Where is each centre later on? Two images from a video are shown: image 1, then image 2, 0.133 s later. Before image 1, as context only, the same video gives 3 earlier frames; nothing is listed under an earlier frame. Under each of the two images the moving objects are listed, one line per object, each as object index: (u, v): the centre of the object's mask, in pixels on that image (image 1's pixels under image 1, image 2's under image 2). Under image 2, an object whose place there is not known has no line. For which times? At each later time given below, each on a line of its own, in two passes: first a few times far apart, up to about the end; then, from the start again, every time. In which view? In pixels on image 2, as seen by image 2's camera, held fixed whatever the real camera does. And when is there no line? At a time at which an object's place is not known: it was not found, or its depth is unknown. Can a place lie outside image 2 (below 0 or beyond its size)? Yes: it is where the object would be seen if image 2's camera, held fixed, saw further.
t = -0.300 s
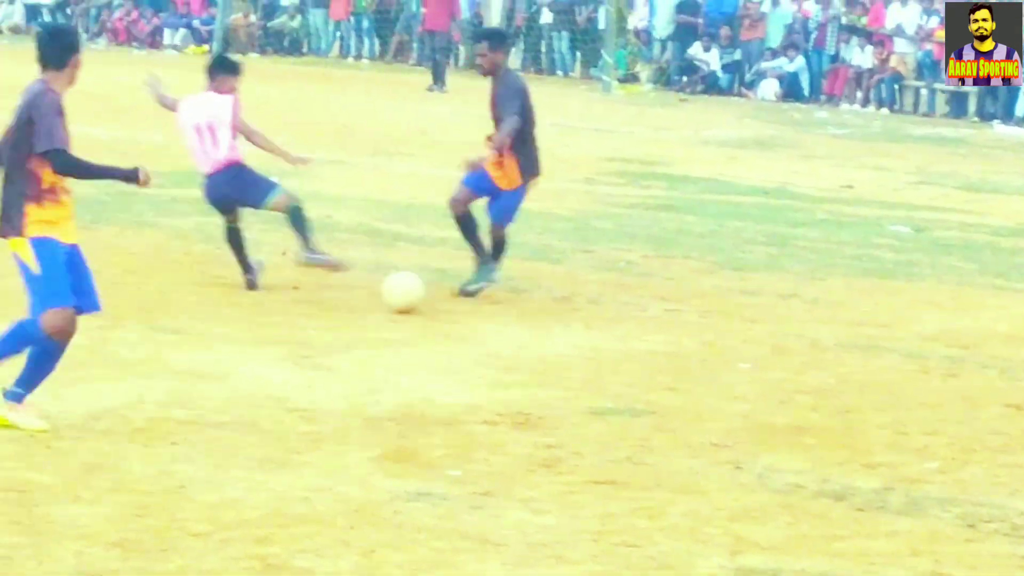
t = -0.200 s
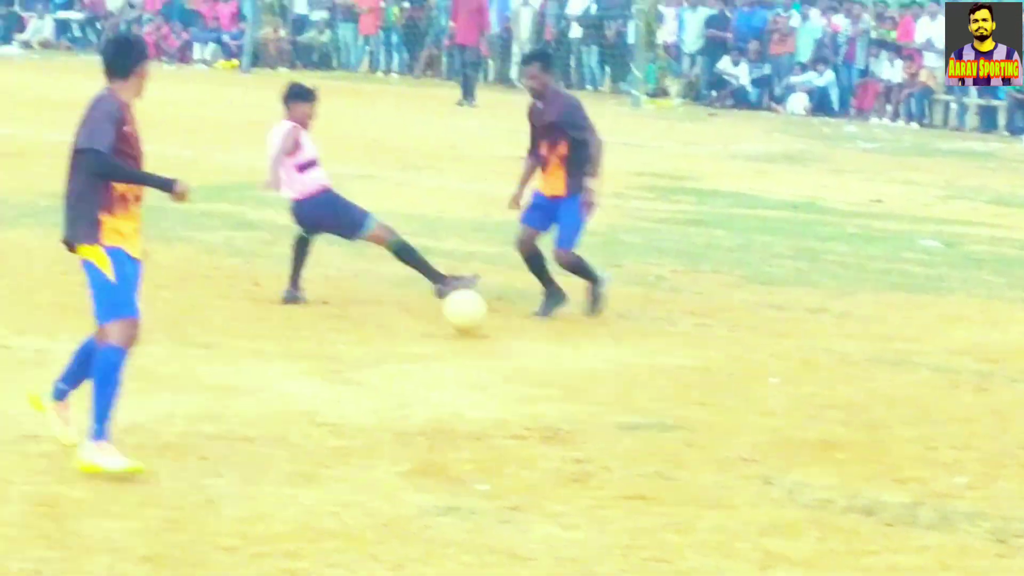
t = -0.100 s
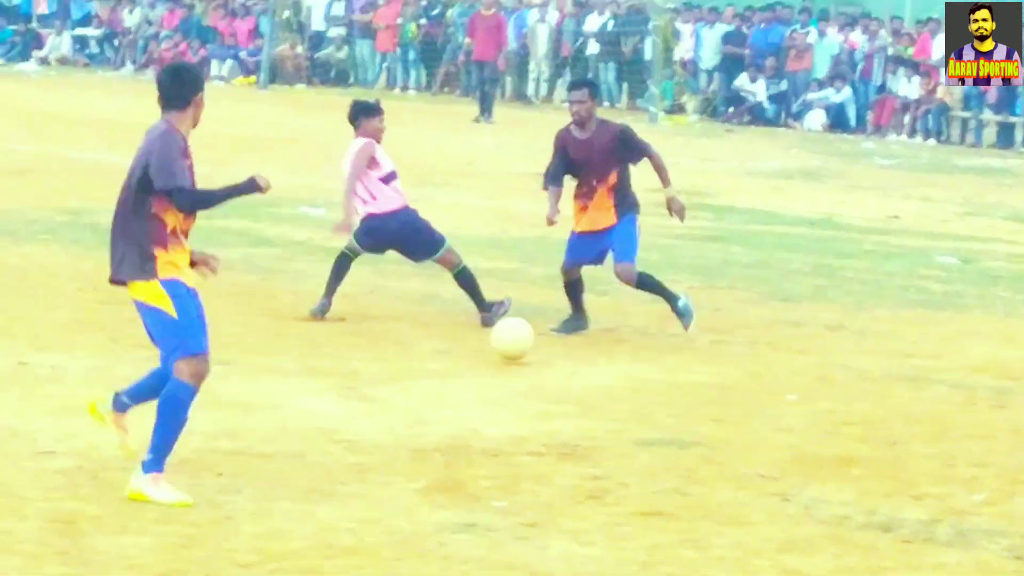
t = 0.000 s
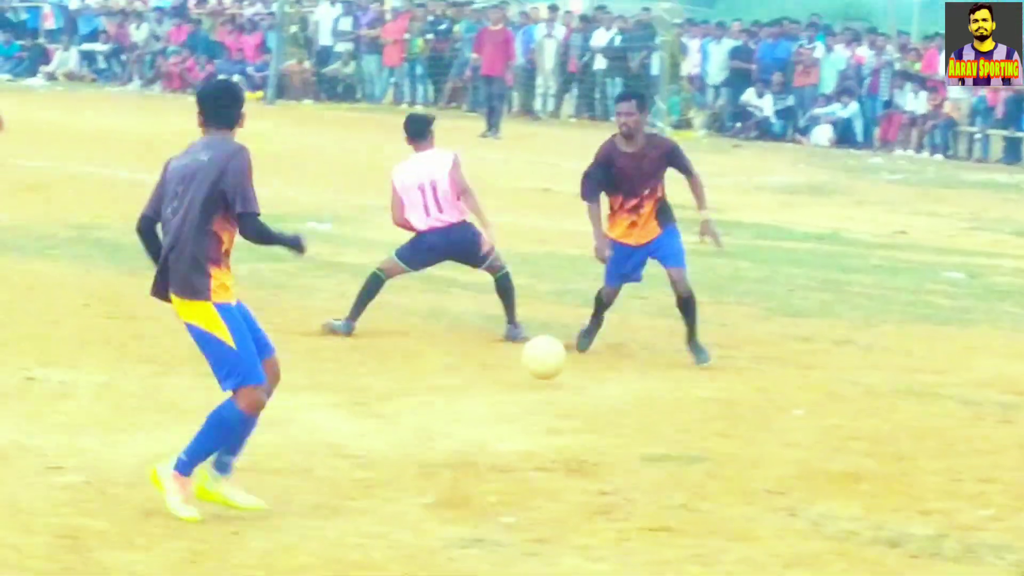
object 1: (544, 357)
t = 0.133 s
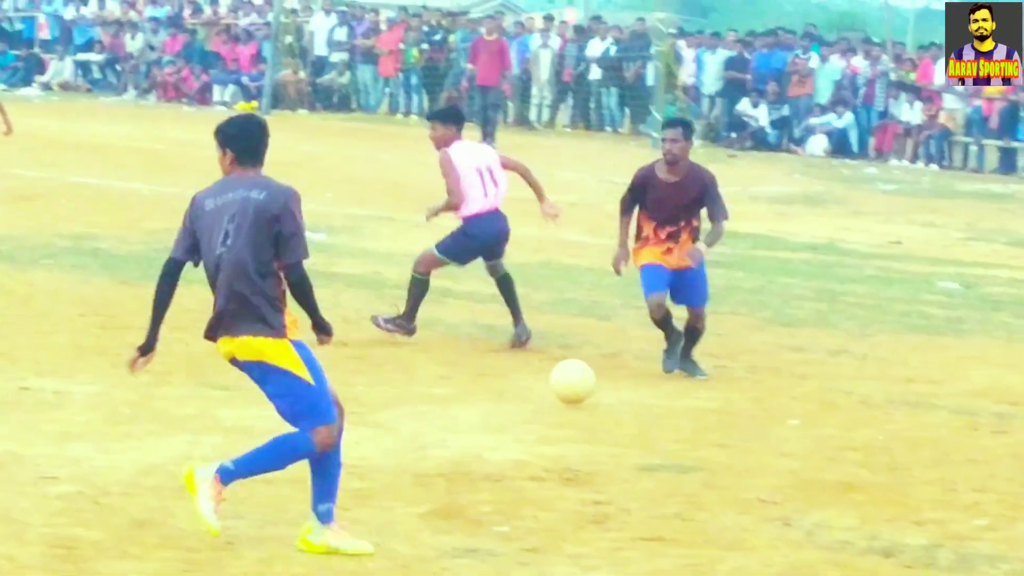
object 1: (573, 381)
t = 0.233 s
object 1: (599, 393)
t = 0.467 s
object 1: (662, 412)
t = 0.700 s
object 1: (728, 430)
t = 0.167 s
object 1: (581, 384)
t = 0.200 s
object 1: (590, 389)
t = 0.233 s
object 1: (599, 393)
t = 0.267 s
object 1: (607, 392)
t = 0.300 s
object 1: (616, 393)
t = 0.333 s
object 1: (625, 395)
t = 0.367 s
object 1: (634, 401)
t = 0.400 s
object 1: (643, 406)
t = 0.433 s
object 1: (652, 408)
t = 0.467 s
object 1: (662, 412)
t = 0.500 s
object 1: (671, 414)
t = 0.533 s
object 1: (680, 415)
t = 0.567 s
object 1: (690, 418)
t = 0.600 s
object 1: (699, 424)
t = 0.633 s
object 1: (709, 427)
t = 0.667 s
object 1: (718, 427)
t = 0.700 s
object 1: (728, 430)
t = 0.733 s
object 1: (738, 436)
